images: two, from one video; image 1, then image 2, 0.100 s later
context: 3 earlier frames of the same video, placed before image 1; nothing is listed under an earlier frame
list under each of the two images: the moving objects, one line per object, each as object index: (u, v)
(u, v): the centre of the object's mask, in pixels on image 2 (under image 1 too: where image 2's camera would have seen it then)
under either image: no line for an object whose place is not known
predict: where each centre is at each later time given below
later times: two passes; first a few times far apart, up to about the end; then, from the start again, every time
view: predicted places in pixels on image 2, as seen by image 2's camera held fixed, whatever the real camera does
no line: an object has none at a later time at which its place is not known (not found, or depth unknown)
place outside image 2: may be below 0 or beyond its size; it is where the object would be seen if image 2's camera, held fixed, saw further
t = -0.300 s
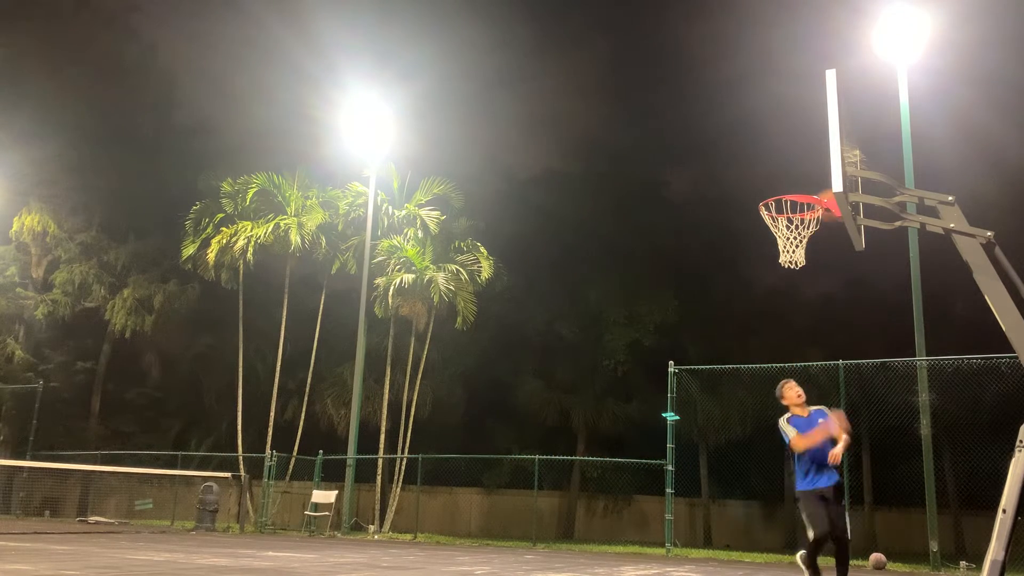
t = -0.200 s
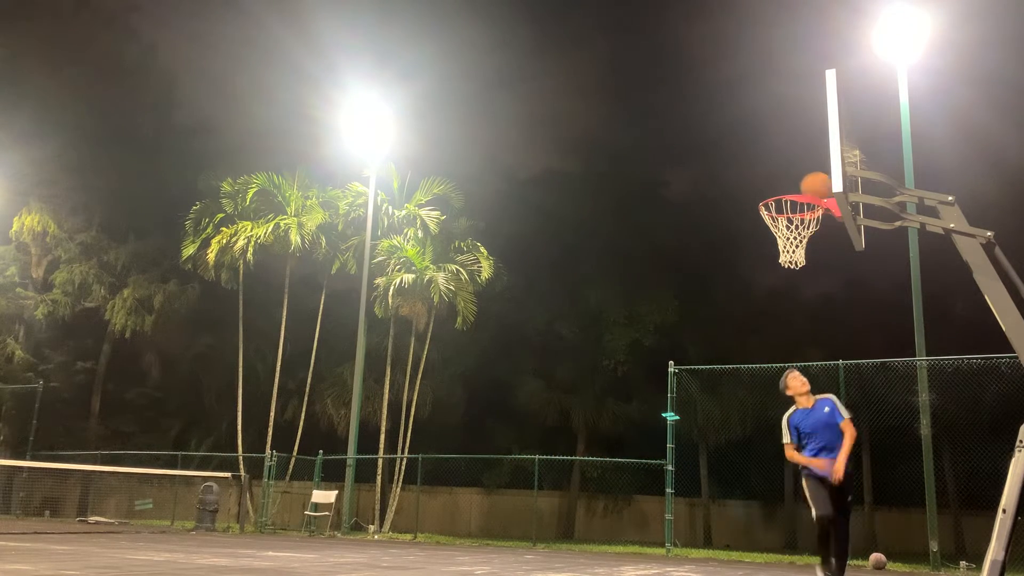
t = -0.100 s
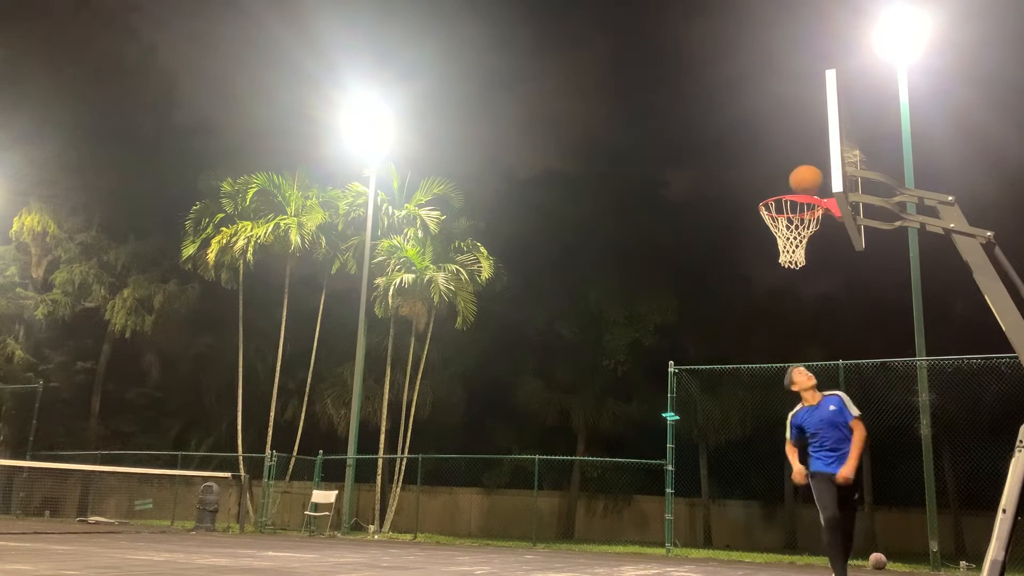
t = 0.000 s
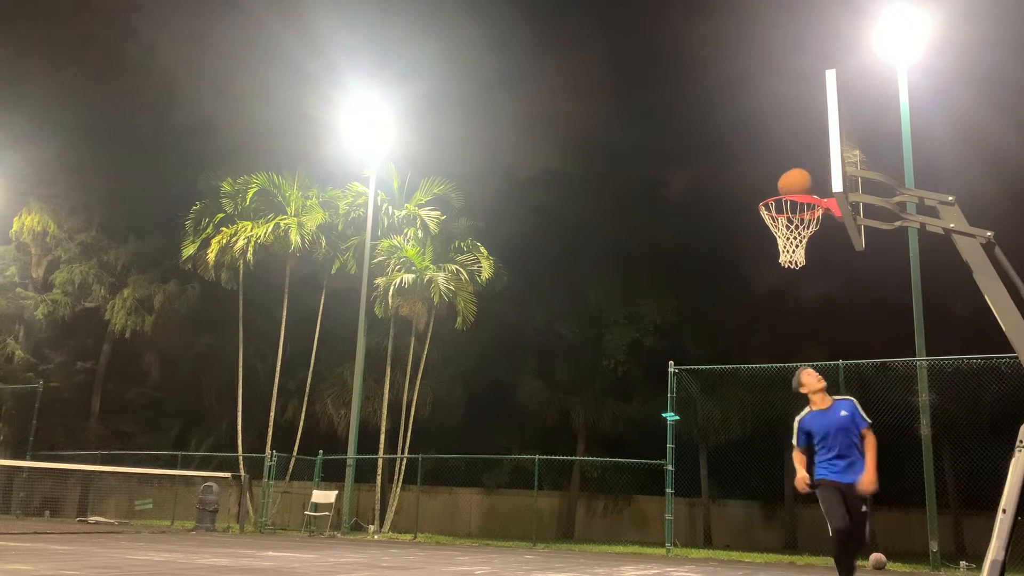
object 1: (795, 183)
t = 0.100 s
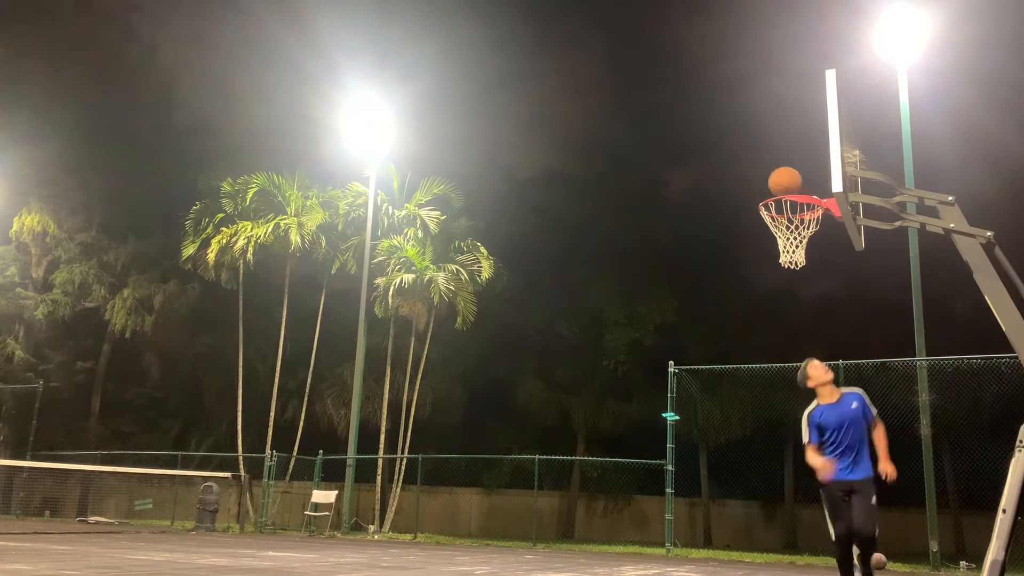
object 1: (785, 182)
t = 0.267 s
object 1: (771, 187)
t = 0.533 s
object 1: (782, 212)
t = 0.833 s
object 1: (811, 251)
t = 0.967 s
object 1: (808, 261)
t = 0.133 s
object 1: (782, 181)
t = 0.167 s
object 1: (779, 181)
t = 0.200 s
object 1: (776, 182)
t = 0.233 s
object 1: (774, 184)
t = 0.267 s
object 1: (771, 187)
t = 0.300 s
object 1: (769, 189)
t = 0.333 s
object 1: (769, 189)
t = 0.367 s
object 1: (769, 191)
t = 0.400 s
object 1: (770, 192)
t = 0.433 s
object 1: (771, 193)
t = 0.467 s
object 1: (777, 203)
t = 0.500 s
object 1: (779, 207)
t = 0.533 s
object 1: (782, 212)
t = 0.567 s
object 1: (788, 215)
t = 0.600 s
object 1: (790, 218)
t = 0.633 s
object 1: (798, 227)
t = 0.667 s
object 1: (802, 232)
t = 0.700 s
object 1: (810, 235)
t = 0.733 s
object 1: (810, 239)
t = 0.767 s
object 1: (811, 239)
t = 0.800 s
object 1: (811, 238)
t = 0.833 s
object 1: (811, 251)
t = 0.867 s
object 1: (813, 252)
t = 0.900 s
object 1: (810, 253)
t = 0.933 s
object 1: (809, 256)
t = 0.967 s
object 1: (808, 261)
